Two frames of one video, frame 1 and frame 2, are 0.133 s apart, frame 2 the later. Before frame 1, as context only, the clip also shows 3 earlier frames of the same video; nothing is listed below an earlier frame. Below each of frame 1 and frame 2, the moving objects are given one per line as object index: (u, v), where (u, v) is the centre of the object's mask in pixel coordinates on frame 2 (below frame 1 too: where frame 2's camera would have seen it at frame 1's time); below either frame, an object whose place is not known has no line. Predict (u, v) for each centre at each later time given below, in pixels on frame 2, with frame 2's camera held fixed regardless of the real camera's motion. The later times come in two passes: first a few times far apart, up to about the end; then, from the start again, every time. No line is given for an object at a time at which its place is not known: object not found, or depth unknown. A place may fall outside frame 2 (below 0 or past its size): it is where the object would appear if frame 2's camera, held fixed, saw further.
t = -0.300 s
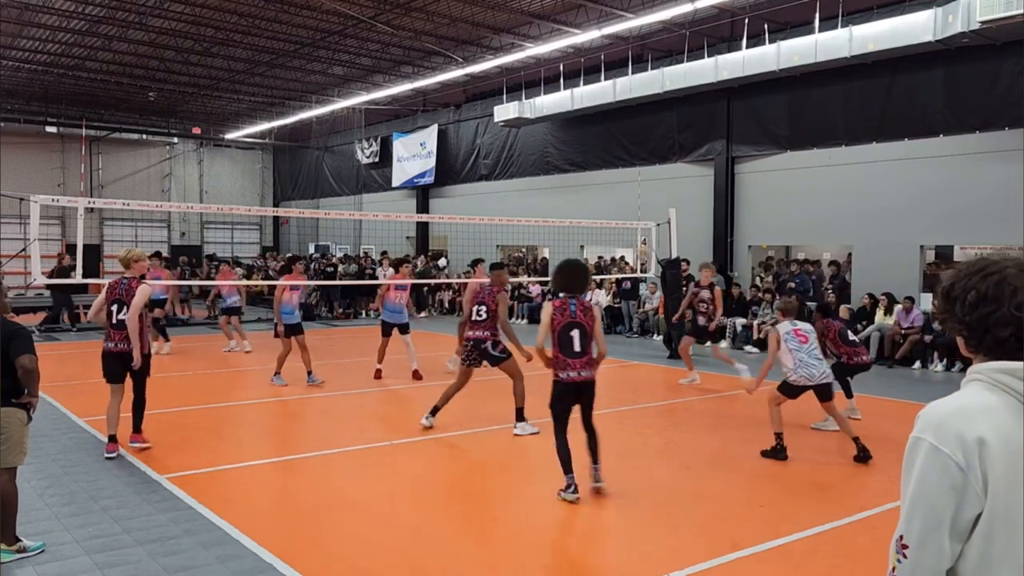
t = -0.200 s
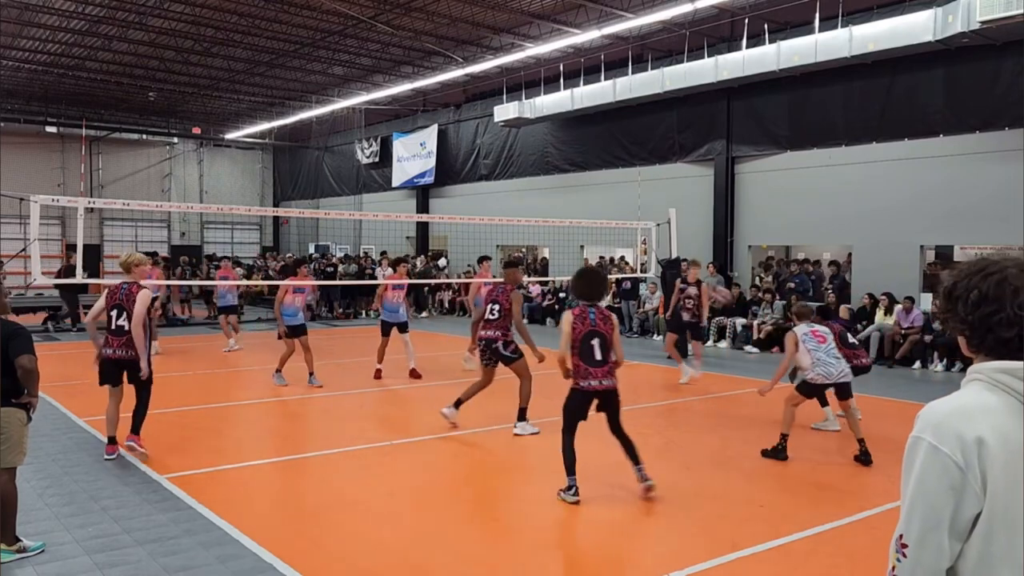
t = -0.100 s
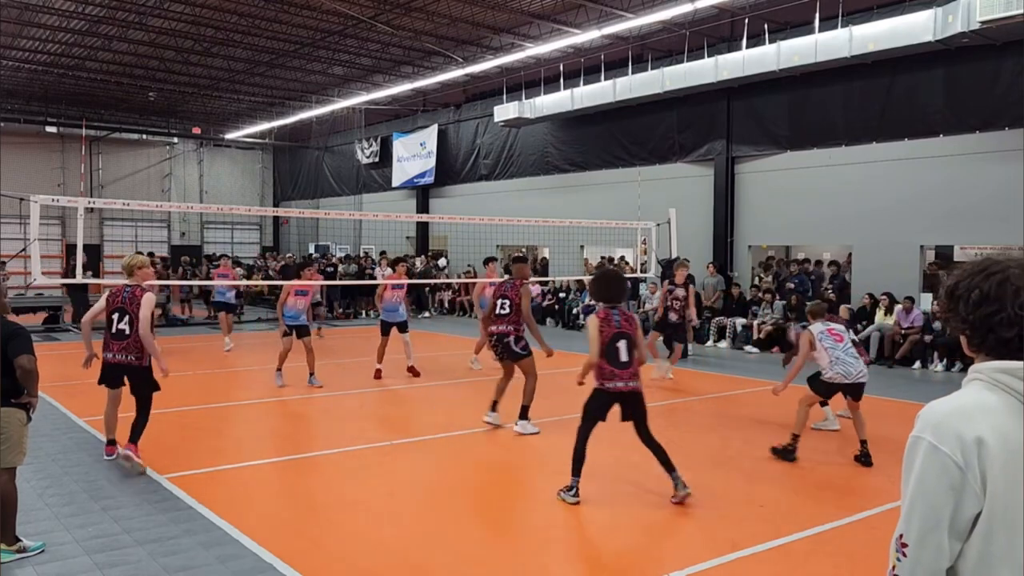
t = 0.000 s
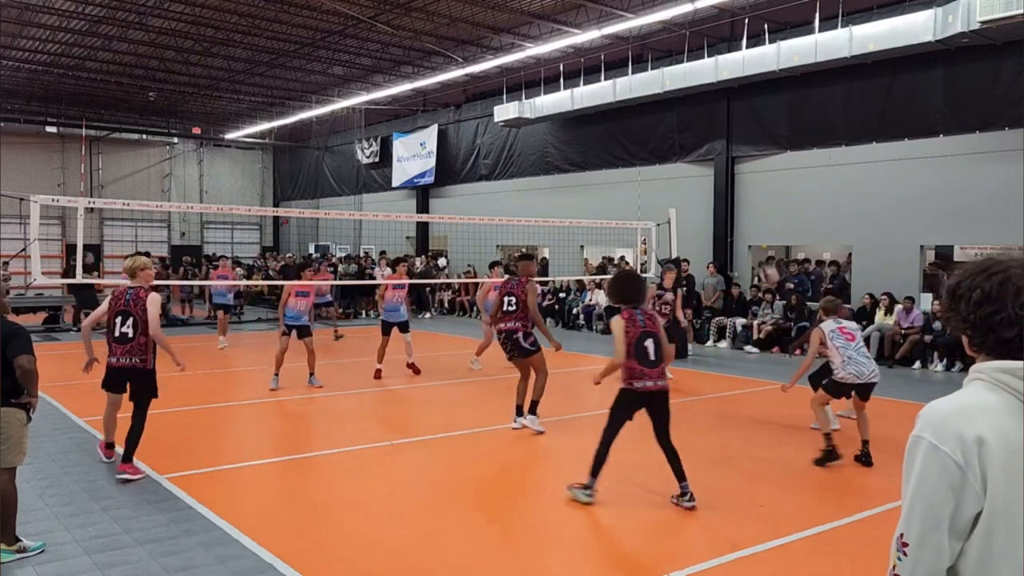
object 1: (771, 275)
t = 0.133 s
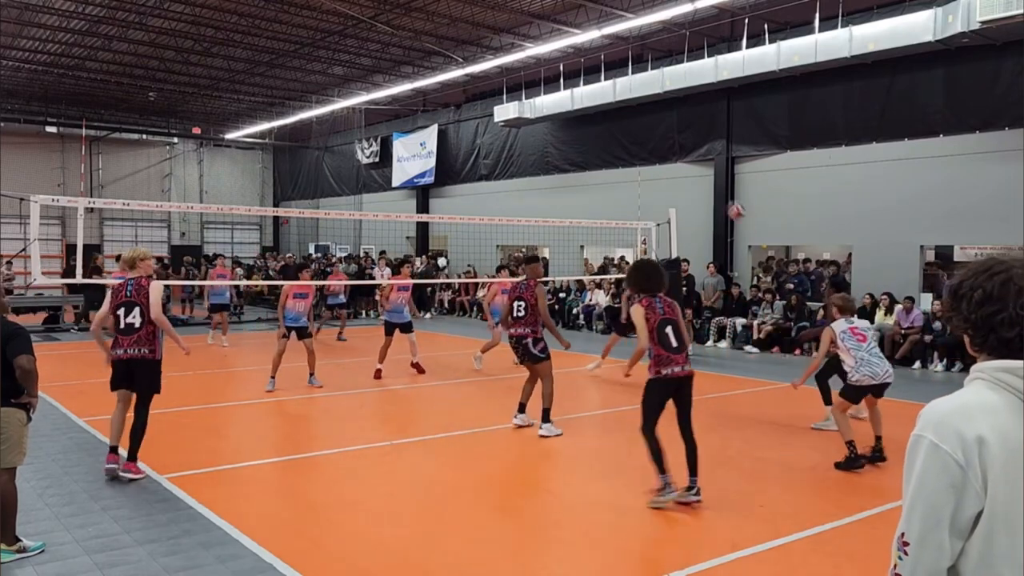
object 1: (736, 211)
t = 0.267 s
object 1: (705, 162)
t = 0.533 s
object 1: (648, 111)
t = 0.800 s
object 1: (595, 115)
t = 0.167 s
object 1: (727, 197)
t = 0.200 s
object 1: (721, 185)
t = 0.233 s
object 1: (714, 173)
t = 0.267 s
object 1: (705, 162)
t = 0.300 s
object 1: (698, 152)
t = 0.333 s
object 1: (690, 144)
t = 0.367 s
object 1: (682, 136)
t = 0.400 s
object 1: (675, 129)
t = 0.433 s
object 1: (668, 124)
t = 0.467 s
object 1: (661, 119)
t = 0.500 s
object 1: (654, 115)
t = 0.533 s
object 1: (648, 111)
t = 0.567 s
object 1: (640, 109)
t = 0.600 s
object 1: (634, 107)
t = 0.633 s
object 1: (627, 107)
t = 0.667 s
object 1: (620, 107)
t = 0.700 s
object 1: (614, 108)
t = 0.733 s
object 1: (608, 110)
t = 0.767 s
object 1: (601, 112)
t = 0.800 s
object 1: (595, 115)
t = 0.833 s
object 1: (588, 119)
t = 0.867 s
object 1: (582, 124)
